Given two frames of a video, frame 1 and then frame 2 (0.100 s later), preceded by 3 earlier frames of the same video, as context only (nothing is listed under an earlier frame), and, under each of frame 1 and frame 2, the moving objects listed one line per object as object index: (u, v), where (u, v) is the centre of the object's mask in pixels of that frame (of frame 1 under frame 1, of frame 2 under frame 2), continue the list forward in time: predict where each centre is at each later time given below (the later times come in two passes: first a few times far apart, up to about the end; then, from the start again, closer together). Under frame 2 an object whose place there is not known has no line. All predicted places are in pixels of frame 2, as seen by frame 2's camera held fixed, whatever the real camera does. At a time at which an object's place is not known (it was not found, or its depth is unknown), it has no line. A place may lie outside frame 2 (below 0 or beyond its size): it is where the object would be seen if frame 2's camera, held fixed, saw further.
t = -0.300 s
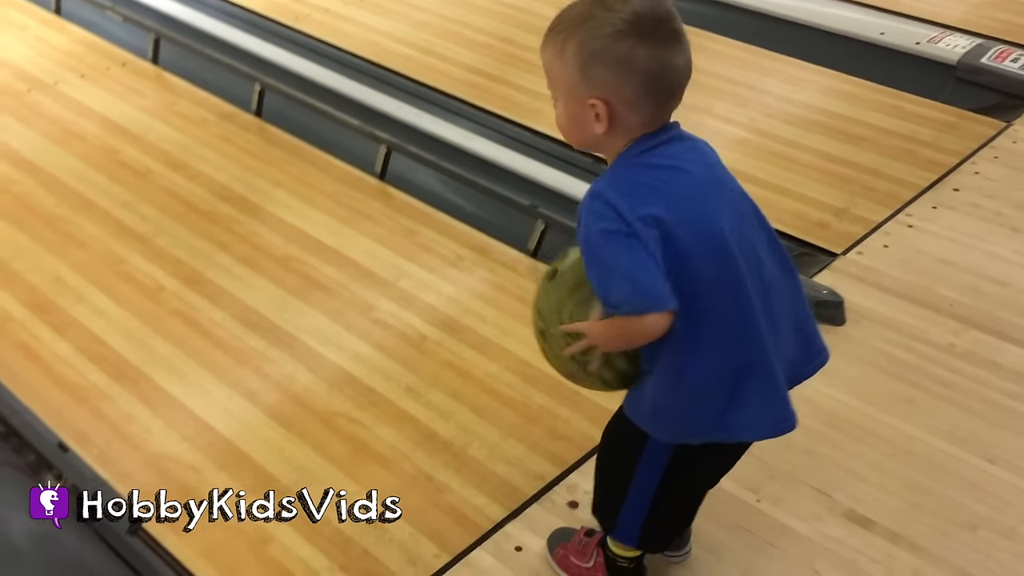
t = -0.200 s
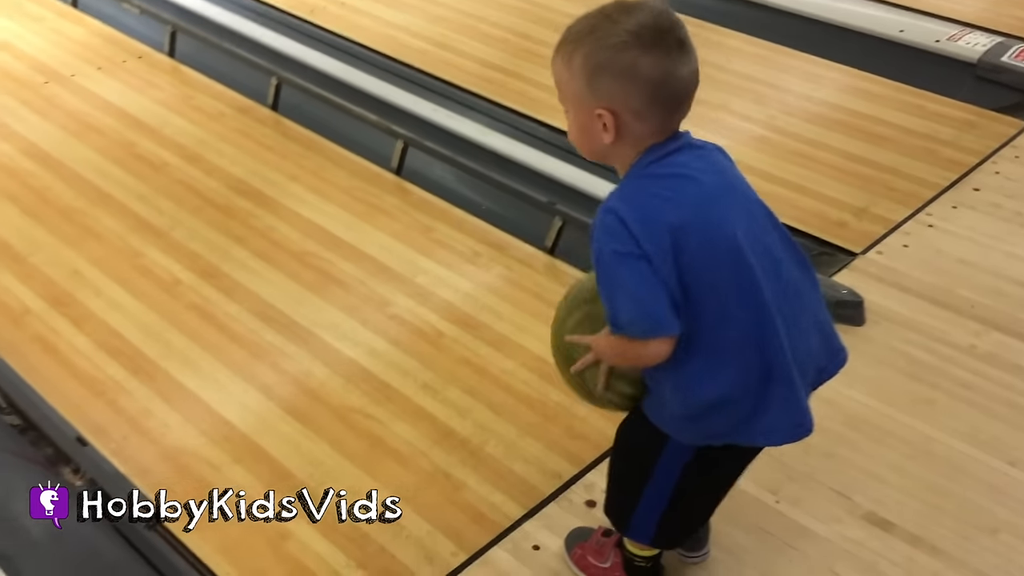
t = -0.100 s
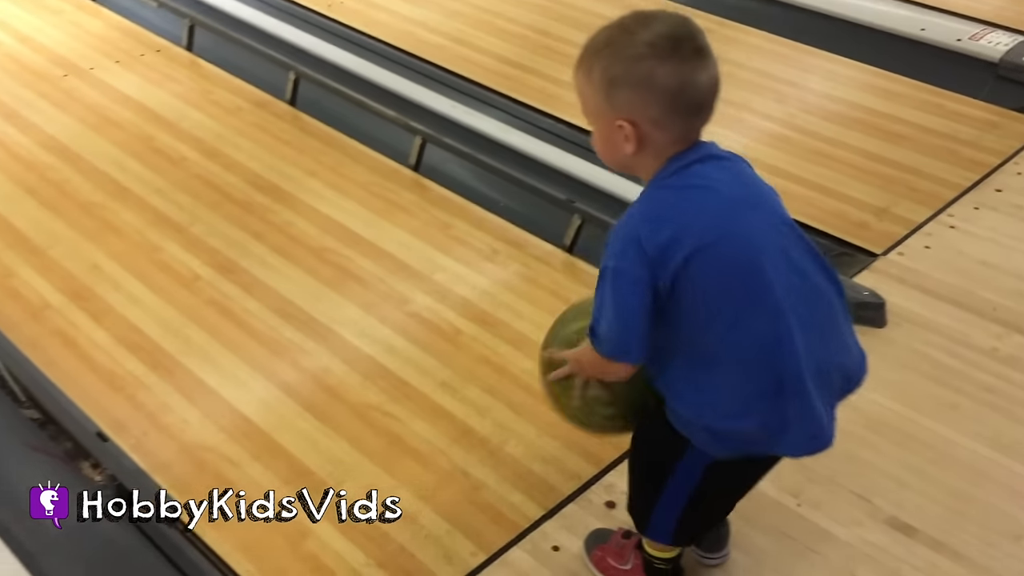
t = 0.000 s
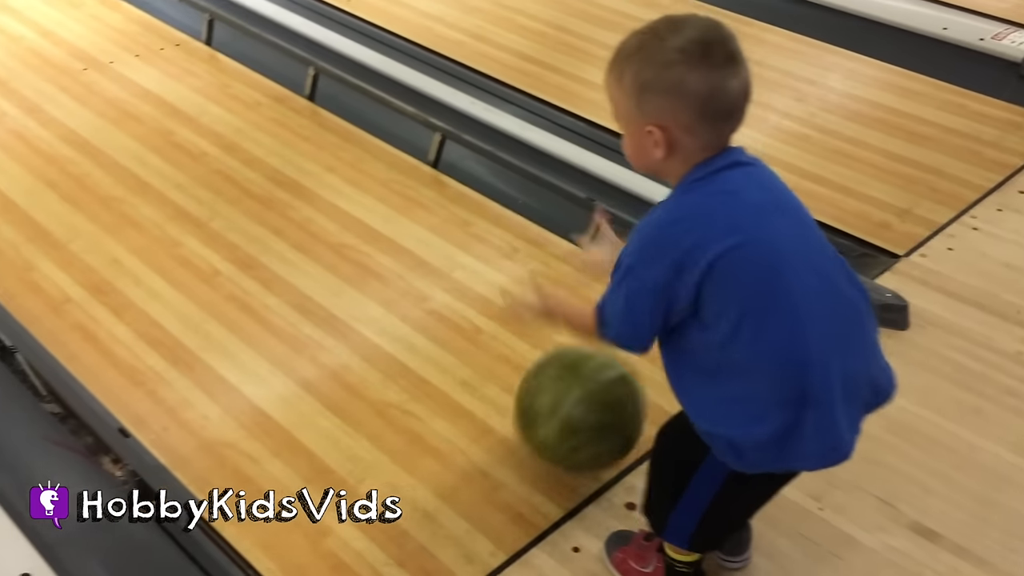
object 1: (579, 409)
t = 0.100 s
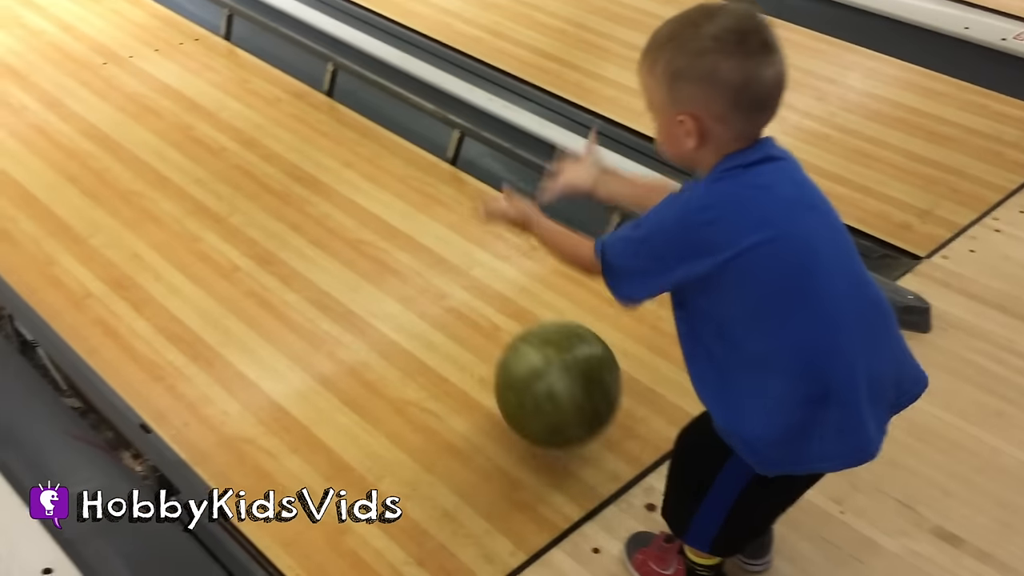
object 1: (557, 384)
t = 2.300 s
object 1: (22, 96)
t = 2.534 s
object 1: (-16, 76)
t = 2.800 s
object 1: (-56, 56)
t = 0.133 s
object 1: (544, 378)
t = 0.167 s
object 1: (530, 377)
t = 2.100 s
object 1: (56, 114)
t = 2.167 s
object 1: (44, 107)
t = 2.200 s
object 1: (39, 105)
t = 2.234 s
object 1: (33, 102)
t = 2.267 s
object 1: (27, 99)
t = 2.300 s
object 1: (22, 96)
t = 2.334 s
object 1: (16, 93)
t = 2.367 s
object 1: (10, 90)
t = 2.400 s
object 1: (5, 87)
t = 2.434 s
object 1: (0, 84)
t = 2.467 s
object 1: (-6, 82)
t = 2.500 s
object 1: (-11, 79)
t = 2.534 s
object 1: (-16, 76)
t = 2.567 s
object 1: (-22, 74)
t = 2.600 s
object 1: (-27, 71)
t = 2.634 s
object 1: (-32, 68)
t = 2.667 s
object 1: (-37, 66)
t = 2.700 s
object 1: (-42, 64)
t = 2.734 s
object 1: (-46, 61)
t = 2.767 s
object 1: (-51, 58)
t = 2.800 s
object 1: (-56, 56)
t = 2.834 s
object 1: (-61, 54)
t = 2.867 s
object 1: (-66, 51)
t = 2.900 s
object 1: (-70, 49)
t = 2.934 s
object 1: (-75, 47)
